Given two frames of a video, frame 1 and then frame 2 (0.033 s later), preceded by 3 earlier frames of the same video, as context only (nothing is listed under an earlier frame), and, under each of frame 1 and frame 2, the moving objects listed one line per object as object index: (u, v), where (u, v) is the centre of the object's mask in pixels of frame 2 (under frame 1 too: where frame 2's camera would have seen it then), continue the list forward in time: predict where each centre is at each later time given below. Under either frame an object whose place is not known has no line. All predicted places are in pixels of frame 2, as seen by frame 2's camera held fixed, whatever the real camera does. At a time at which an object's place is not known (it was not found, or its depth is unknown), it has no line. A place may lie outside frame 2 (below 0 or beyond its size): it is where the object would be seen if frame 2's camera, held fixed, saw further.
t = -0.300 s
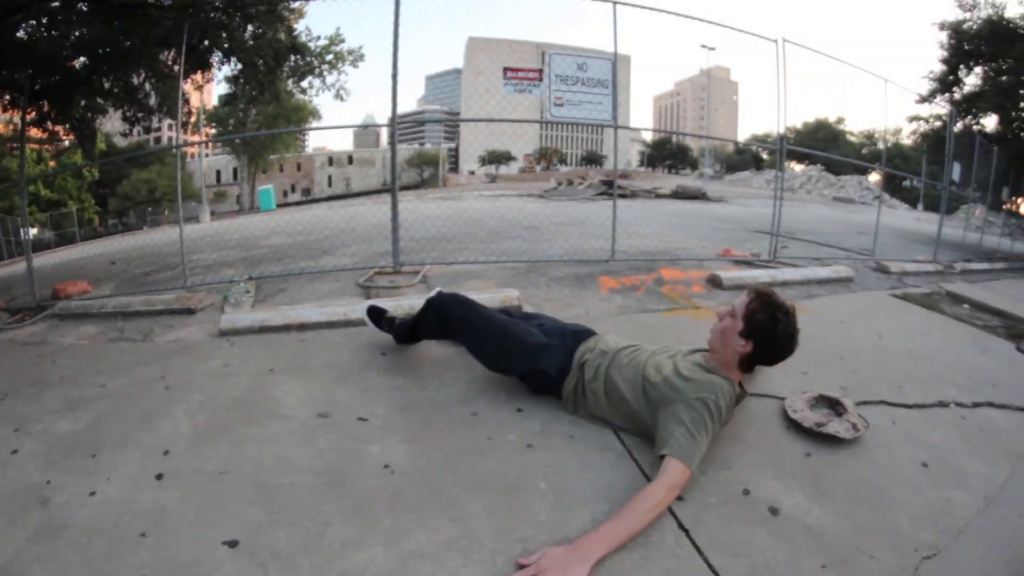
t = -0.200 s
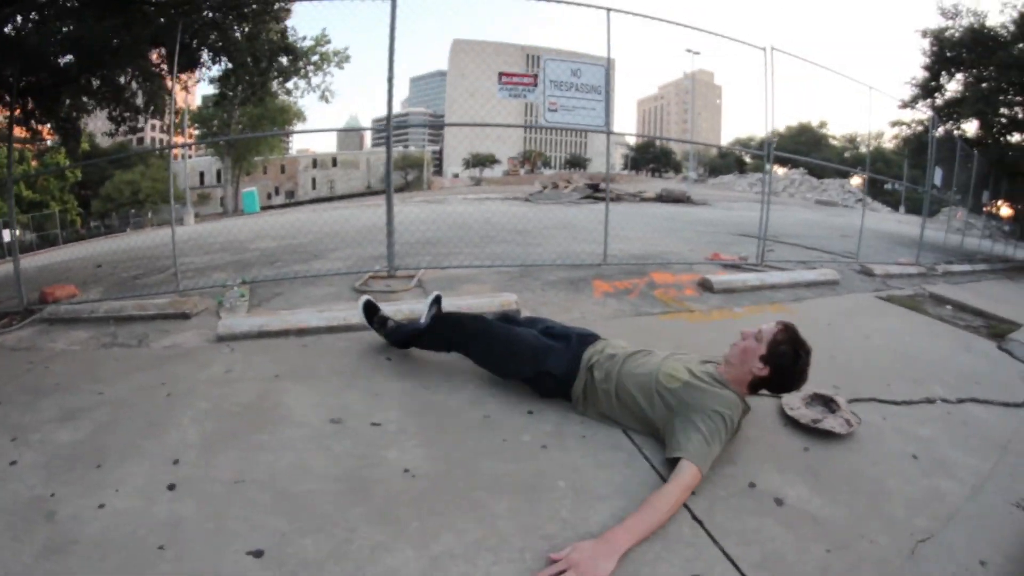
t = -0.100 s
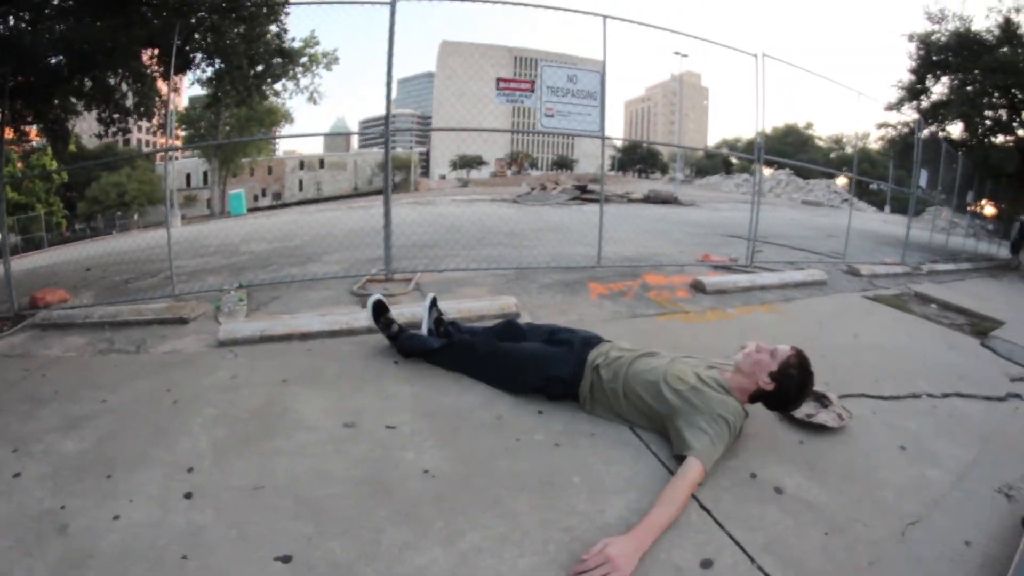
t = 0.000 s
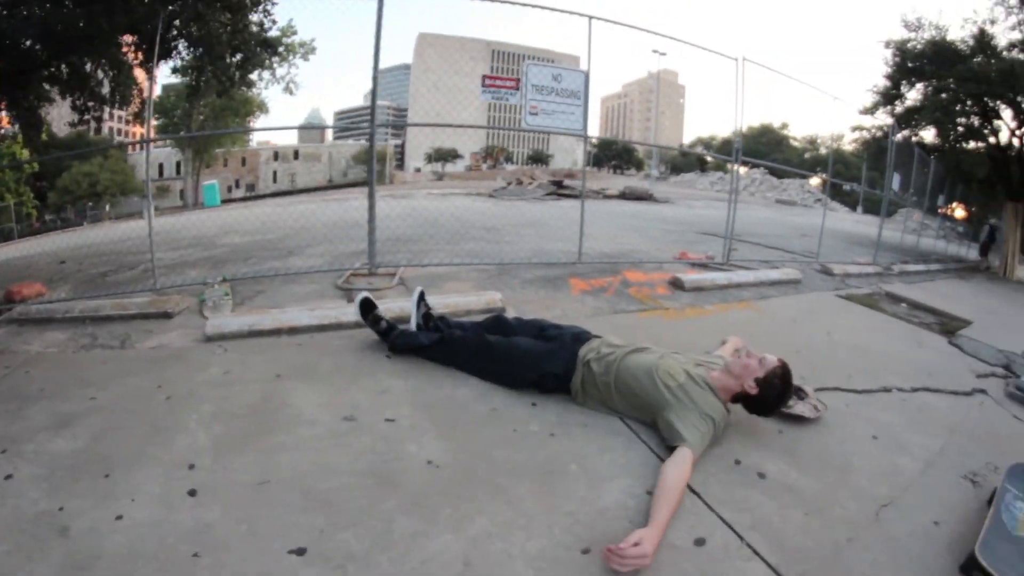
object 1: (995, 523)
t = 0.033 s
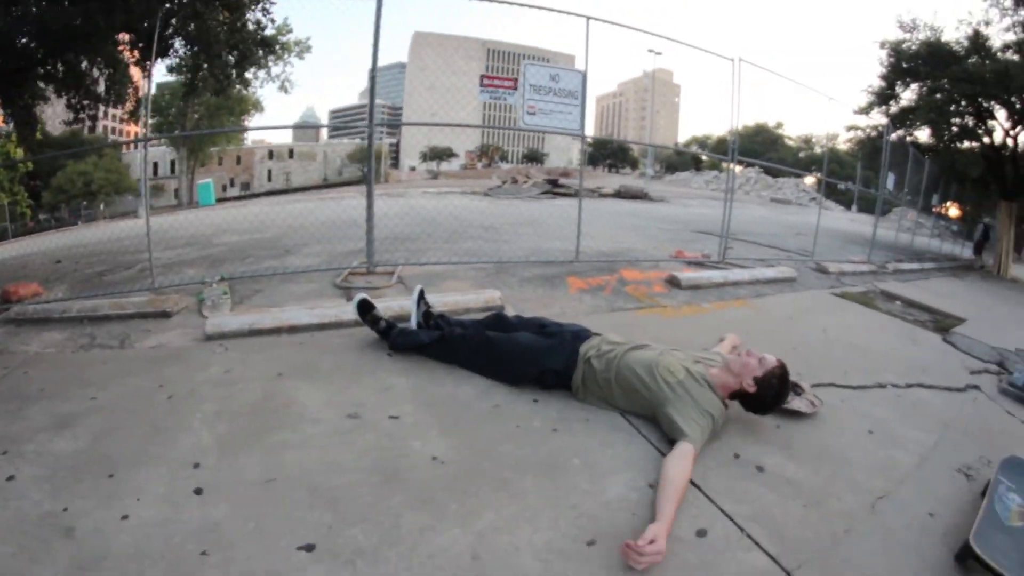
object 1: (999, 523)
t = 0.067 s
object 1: (1004, 523)
